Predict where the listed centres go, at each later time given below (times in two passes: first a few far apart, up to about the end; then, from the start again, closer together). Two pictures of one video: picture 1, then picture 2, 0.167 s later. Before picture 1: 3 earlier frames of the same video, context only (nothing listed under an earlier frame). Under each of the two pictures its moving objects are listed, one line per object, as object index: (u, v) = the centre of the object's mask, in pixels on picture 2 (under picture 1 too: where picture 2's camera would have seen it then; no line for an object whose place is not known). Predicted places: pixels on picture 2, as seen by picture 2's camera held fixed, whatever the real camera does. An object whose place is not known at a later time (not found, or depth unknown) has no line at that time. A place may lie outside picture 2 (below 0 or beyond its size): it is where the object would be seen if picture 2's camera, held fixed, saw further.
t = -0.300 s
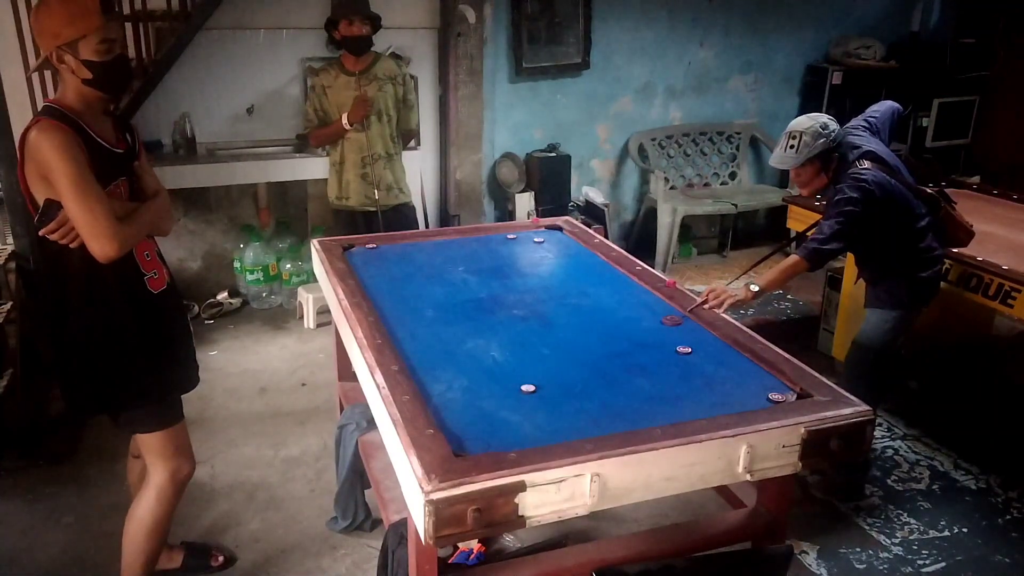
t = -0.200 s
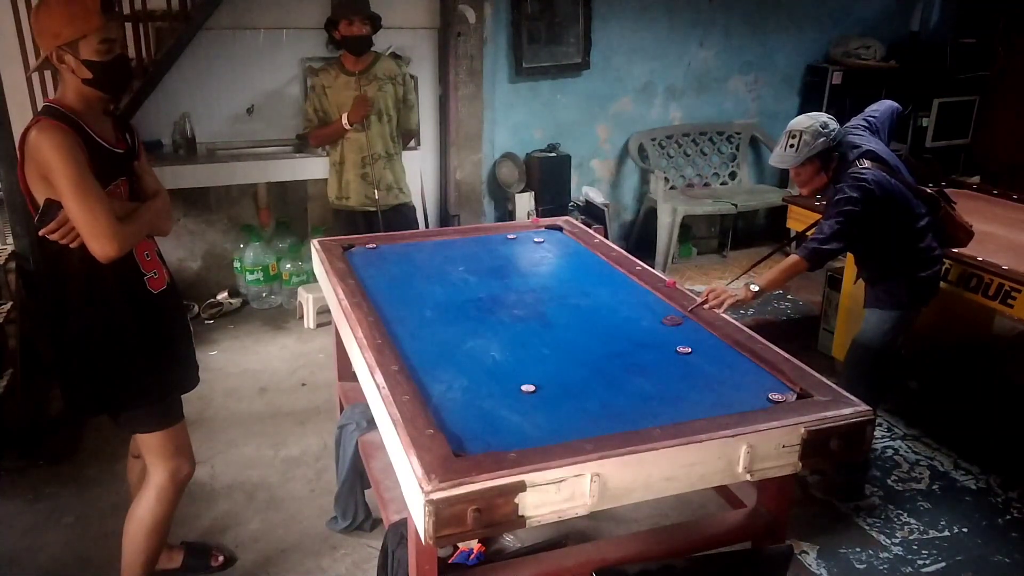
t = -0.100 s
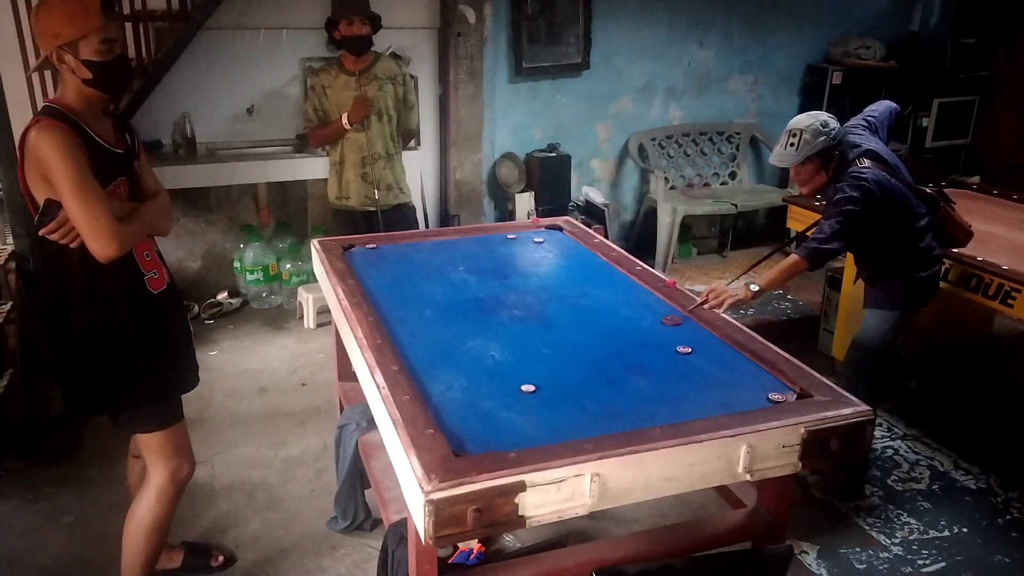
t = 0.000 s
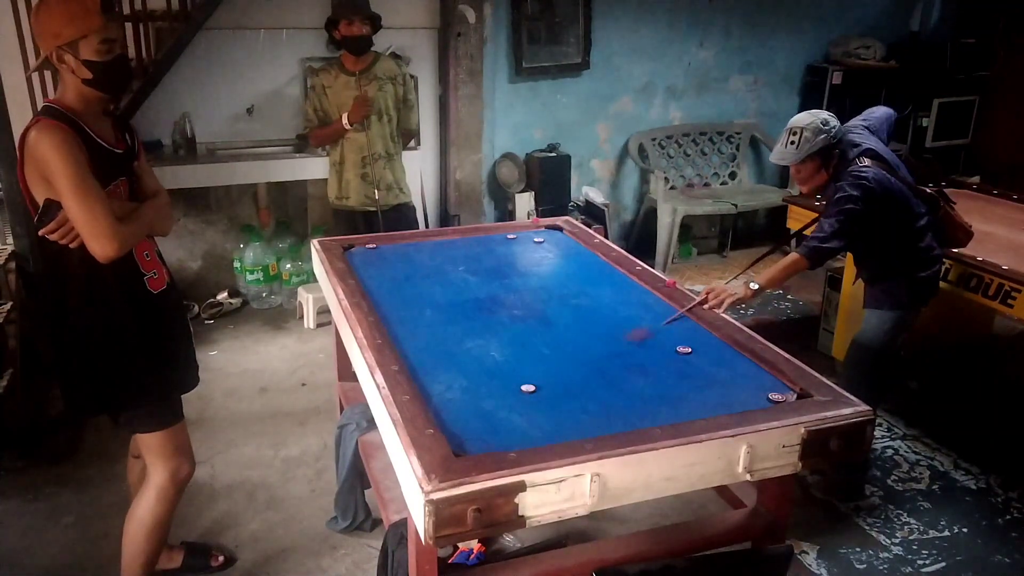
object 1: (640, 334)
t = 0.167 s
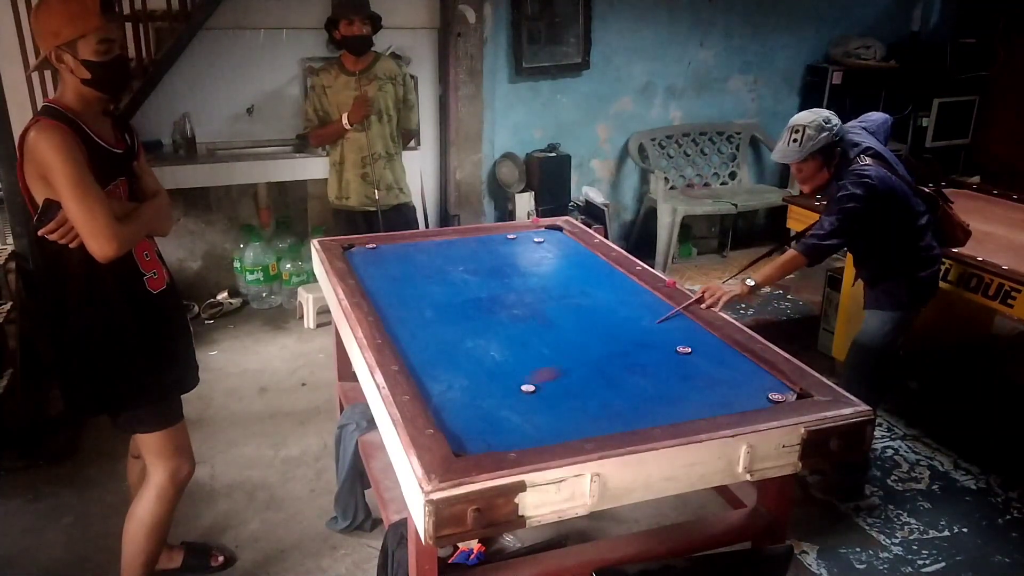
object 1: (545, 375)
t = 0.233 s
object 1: (510, 386)
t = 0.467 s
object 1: (469, 404)
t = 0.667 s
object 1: (513, 400)
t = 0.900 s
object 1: (535, 398)
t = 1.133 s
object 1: (536, 397)
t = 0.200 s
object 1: (526, 382)
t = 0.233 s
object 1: (510, 386)
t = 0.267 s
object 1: (494, 391)
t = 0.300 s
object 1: (478, 396)
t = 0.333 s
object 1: (461, 401)
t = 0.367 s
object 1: (445, 405)
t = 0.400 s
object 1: (448, 405)
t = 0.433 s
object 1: (459, 405)
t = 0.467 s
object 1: (469, 404)
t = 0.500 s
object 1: (478, 403)
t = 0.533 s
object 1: (486, 403)
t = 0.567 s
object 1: (494, 402)
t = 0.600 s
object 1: (501, 401)
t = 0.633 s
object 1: (507, 401)
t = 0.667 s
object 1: (513, 400)
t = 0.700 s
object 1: (518, 400)
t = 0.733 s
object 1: (523, 399)
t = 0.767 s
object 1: (527, 399)
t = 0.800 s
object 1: (530, 399)
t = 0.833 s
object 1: (532, 398)
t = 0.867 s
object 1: (534, 398)
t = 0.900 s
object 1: (535, 398)
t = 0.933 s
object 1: (536, 397)
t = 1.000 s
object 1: (536, 397)
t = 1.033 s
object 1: (536, 397)
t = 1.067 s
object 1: (536, 397)
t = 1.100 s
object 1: (536, 397)
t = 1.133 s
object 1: (536, 397)
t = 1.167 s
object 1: (536, 397)
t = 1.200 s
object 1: (536, 397)
